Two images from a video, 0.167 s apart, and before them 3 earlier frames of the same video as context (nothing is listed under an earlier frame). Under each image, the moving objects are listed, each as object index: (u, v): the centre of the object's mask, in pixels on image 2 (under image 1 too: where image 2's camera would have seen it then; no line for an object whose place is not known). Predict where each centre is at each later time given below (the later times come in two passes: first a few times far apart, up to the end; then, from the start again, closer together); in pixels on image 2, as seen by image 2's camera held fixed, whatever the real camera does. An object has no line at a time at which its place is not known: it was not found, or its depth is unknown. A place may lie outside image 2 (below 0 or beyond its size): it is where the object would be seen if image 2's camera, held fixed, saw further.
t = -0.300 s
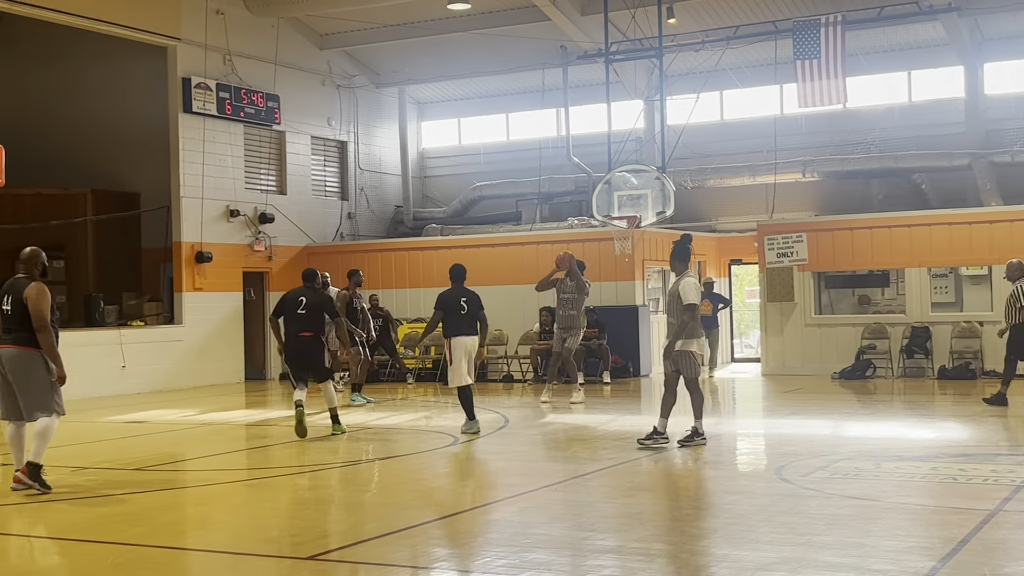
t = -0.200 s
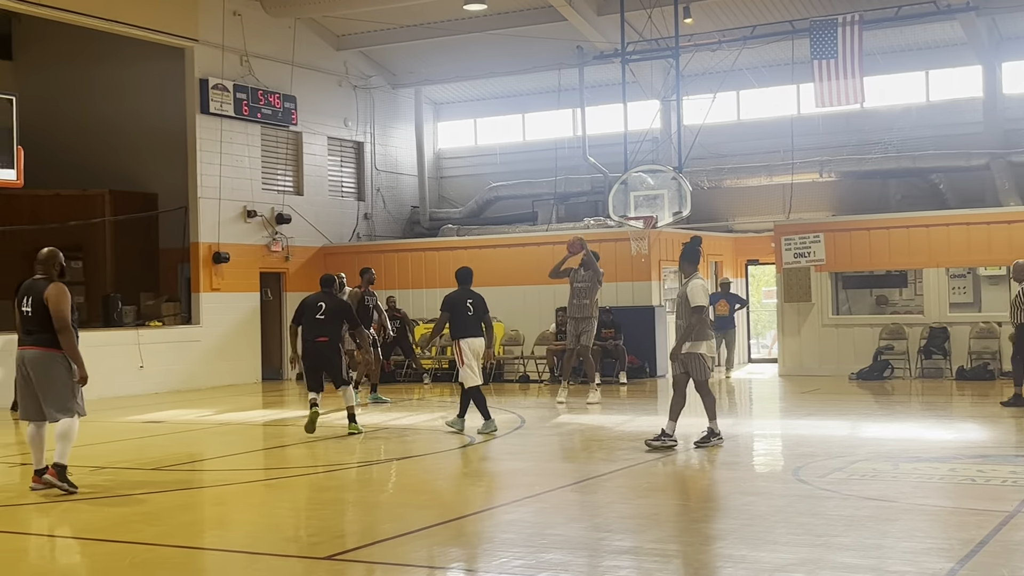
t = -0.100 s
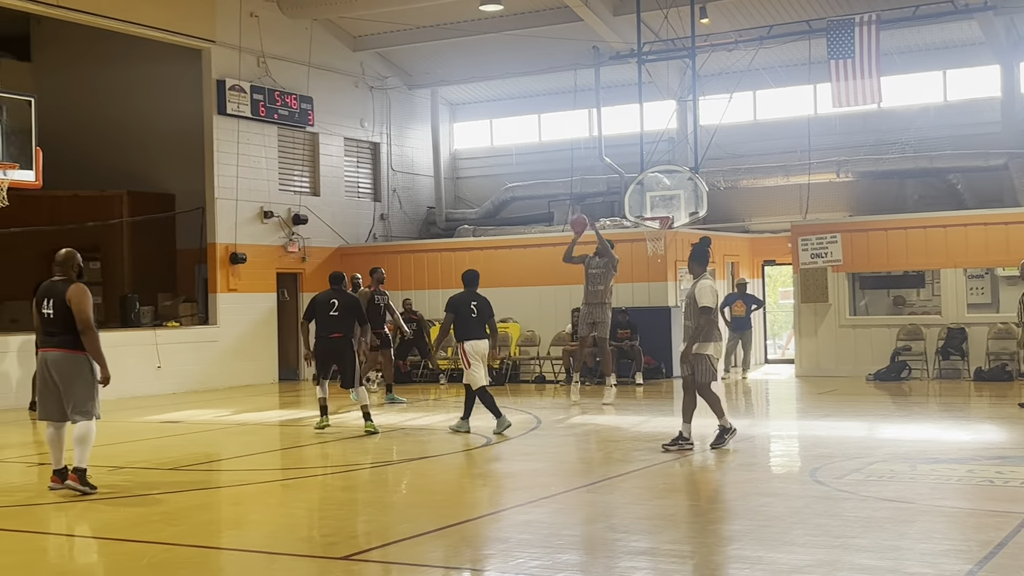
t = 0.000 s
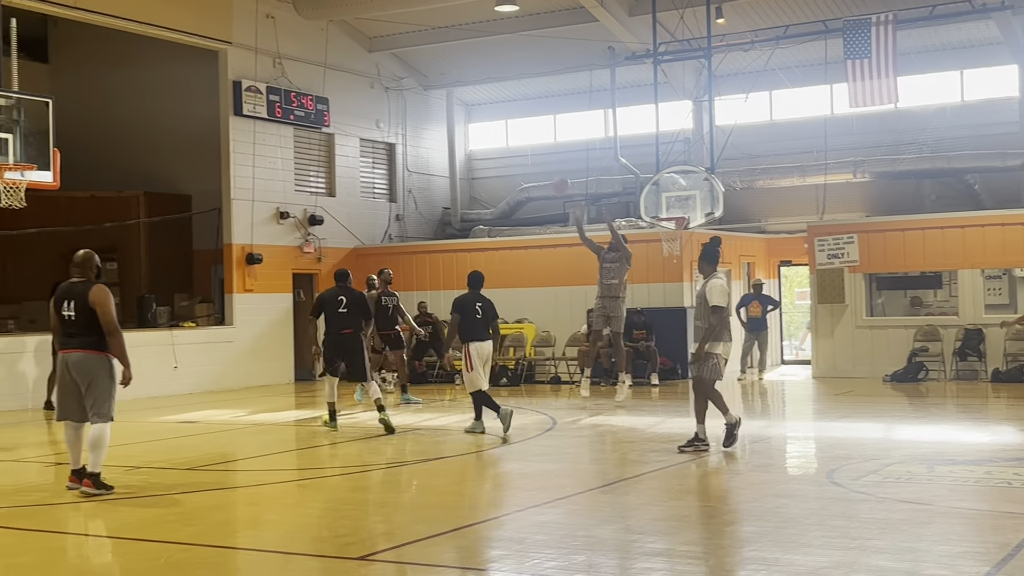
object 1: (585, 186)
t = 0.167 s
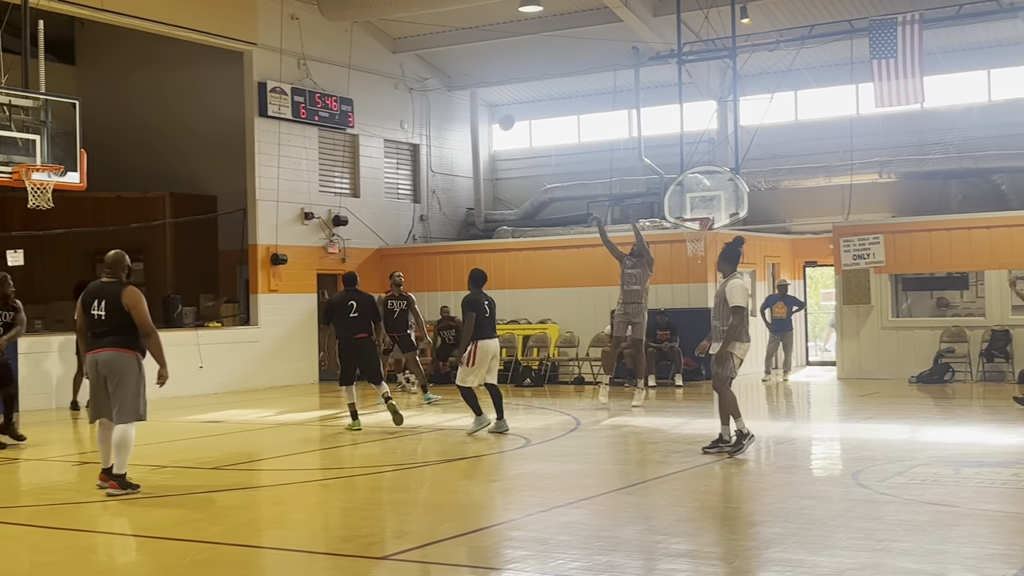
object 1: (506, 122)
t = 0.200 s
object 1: (491, 113)
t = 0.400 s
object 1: (395, 66)
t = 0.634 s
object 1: (280, 51)
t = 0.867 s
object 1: (162, 80)
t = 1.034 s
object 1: (74, 129)
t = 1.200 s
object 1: (16, 145)
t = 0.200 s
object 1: (491, 113)
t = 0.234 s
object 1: (475, 103)
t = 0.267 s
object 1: (458, 93)
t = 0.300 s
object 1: (443, 85)
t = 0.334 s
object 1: (427, 79)
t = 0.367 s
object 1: (411, 72)
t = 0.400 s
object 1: (395, 66)
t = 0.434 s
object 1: (379, 62)
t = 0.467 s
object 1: (363, 58)
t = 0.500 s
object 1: (347, 55)
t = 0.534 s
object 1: (330, 53)
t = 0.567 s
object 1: (314, 51)
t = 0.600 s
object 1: (297, 51)
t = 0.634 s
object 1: (280, 51)
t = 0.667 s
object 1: (263, 53)
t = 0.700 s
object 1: (247, 55)
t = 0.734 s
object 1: (231, 58)
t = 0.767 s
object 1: (214, 62)
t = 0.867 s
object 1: (162, 80)
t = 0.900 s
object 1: (145, 88)
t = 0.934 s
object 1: (127, 97)
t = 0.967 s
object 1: (110, 107)
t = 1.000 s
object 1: (92, 118)
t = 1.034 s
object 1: (74, 129)
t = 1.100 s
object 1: (42, 154)
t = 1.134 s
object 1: (32, 150)
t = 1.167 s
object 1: (24, 147)
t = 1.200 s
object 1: (16, 145)
